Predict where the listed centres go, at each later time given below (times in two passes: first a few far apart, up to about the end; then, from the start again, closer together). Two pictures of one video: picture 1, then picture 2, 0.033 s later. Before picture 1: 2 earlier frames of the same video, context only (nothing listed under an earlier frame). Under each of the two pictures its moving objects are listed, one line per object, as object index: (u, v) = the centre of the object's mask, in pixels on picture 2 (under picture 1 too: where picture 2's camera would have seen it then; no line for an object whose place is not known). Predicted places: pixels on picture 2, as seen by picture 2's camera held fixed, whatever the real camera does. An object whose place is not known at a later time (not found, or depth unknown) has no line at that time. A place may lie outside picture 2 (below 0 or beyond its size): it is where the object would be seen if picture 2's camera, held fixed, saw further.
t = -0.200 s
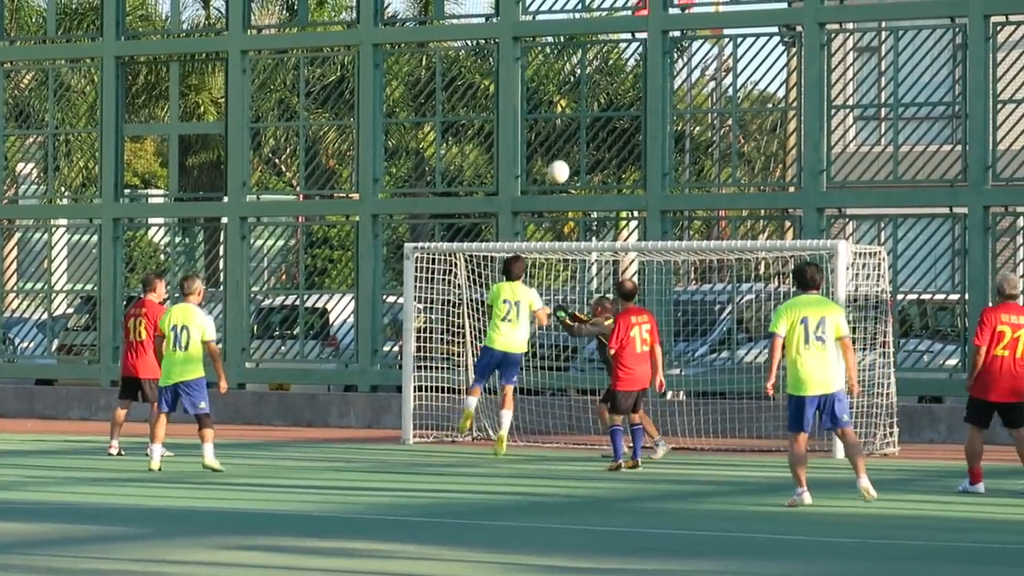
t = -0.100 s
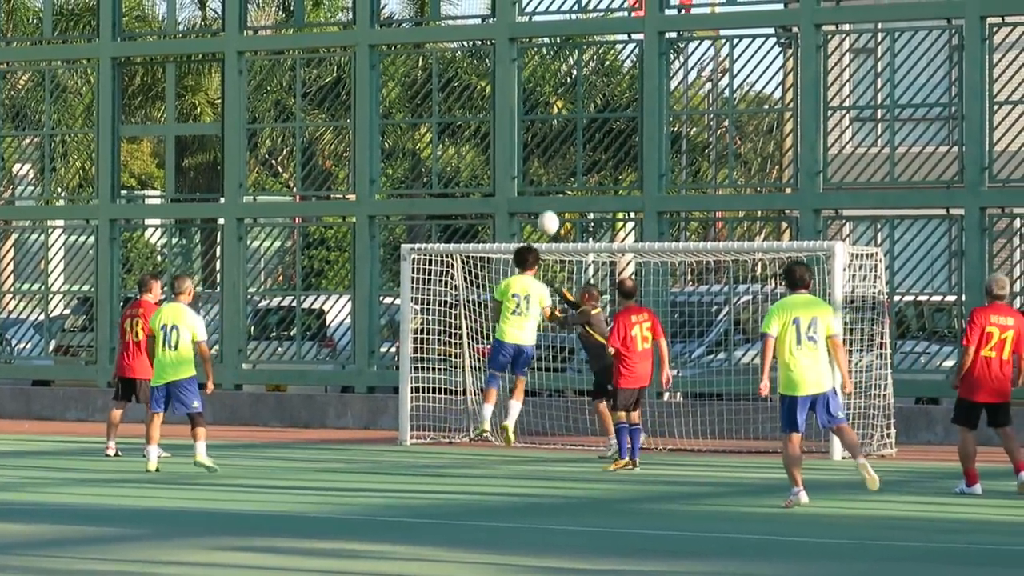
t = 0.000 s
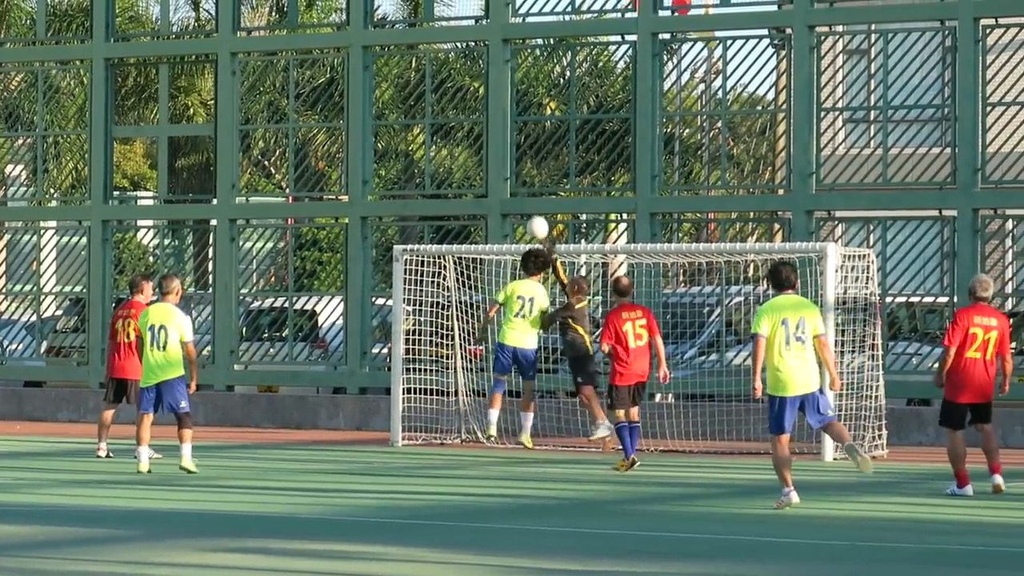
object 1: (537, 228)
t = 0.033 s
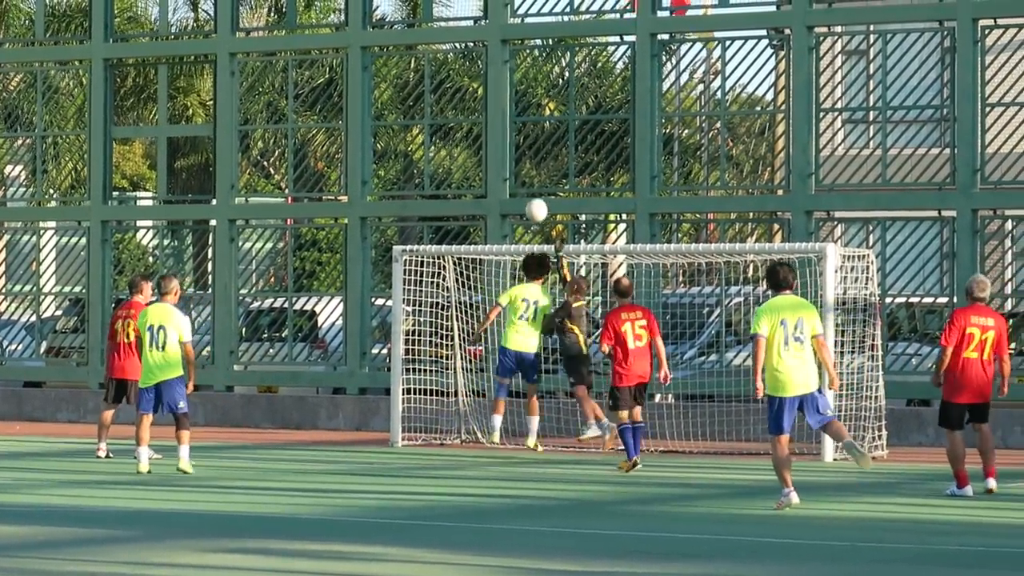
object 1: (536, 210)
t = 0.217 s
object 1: (535, 129)
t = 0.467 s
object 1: (533, 70)
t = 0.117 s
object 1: (536, 169)
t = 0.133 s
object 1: (536, 162)
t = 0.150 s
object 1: (536, 155)
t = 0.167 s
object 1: (536, 148)
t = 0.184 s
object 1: (536, 141)
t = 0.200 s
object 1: (535, 135)
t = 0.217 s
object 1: (535, 129)
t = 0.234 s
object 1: (535, 123)
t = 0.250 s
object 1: (535, 117)
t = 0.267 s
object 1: (535, 112)
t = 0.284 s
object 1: (534, 107)
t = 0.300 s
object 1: (534, 102)
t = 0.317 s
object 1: (534, 98)
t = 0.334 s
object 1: (534, 94)
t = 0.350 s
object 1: (534, 90)
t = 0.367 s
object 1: (534, 86)
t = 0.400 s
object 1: (535, 79)
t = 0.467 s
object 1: (533, 70)
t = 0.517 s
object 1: (532, 66)
